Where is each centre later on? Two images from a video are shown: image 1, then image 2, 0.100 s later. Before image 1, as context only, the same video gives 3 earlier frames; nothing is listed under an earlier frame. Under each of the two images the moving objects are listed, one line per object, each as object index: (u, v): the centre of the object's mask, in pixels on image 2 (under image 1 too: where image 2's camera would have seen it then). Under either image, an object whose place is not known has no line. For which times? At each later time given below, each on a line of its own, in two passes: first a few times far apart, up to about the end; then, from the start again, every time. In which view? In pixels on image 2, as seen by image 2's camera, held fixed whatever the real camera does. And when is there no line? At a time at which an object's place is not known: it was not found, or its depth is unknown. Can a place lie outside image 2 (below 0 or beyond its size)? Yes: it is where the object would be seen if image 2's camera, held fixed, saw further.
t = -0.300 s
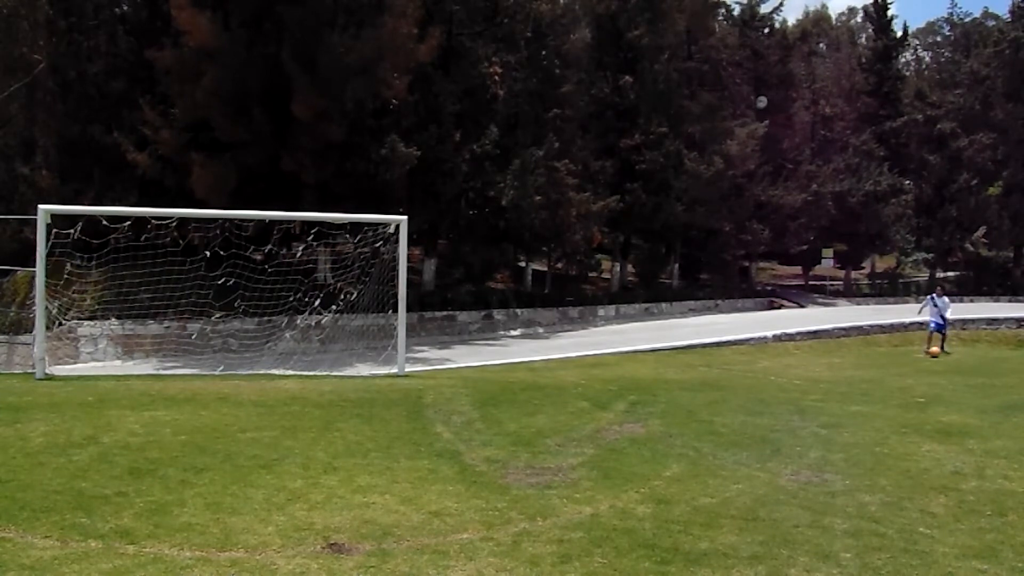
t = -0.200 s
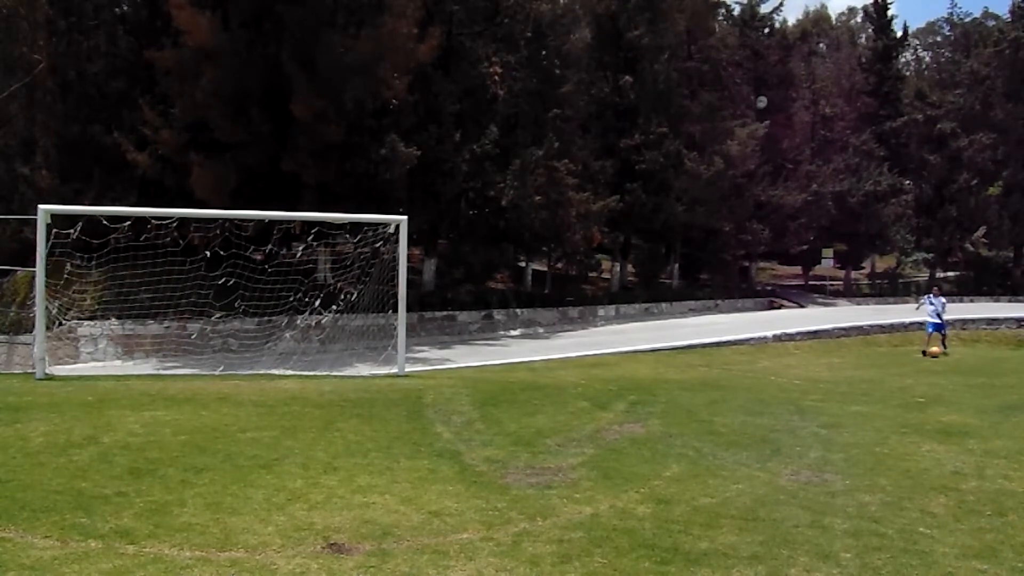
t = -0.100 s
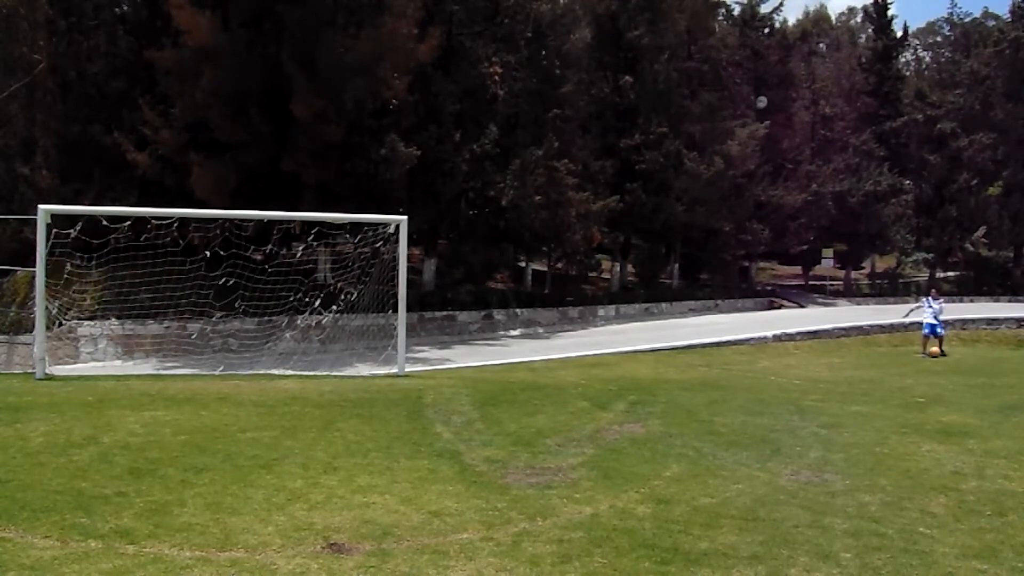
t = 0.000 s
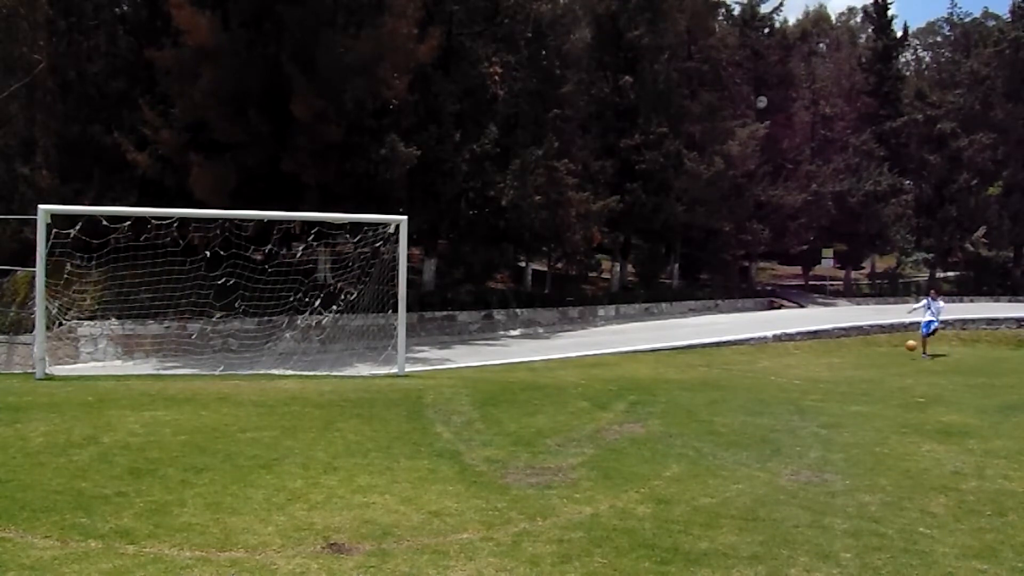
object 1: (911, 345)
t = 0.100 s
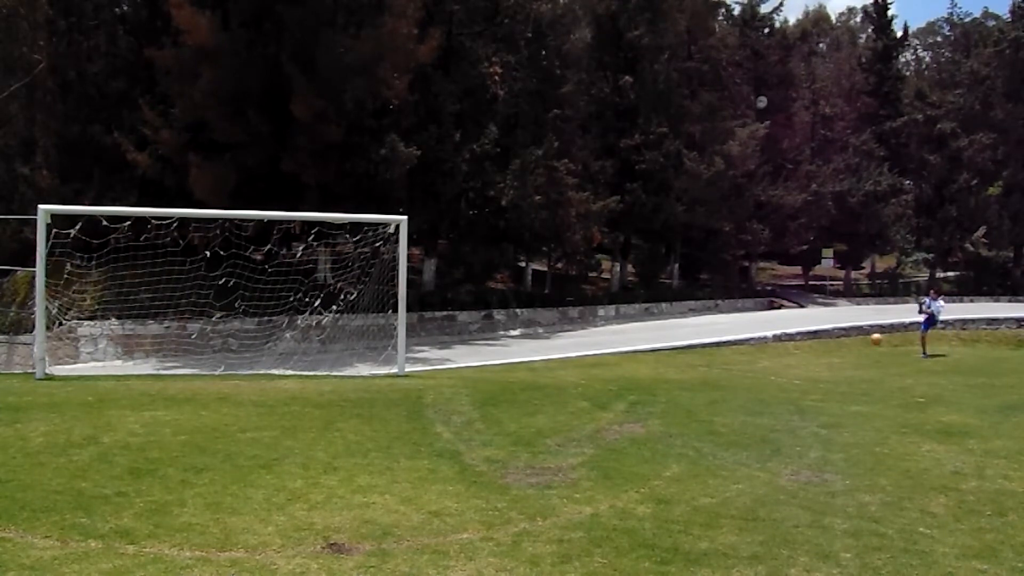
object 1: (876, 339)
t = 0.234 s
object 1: (825, 338)
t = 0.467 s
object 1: (723, 359)
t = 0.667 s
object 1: (638, 360)
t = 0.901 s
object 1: (539, 369)
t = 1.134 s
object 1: (458, 365)
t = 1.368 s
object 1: (381, 362)
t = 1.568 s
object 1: (317, 367)
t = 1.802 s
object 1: (242, 369)
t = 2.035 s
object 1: (170, 366)
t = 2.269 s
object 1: (99, 369)
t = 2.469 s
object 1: (47, 370)
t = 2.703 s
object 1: (6, 370)
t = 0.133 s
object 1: (864, 338)
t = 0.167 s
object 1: (852, 337)
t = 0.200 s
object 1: (839, 337)
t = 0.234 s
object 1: (825, 338)
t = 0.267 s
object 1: (812, 338)
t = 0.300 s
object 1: (798, 340)
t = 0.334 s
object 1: (783, 342)
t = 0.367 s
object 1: (769, 345)
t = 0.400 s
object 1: (754, 349)
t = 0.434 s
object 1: (739, 353)
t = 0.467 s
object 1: (723, 359)
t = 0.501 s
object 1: (707, 364)
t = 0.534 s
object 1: (692, 366)
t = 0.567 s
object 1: (678, 364)
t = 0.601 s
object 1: (665, 362)
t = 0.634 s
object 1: (652, 361)
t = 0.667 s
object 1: (638, 360)
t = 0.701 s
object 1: (624, 360)
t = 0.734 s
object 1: (610, 361)
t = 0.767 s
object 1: (595, 363)
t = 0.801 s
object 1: (581, 365)
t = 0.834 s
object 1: (566, 368)
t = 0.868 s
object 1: (551, 371)
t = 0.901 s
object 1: (539, 369)
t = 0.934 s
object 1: (529, 366)
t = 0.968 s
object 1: (517, 365)
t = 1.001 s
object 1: (504, 363)
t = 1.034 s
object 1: (494, 362)
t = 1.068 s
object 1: (481, 363)
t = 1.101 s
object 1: (470, 364)
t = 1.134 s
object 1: (458, 365)
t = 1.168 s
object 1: (446, 367)
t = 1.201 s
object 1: (435, 370)
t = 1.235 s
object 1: (422, 373)
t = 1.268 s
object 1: (411, 370)
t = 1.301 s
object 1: (401, 367)
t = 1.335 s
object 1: (391, 363)
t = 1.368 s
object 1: (381, 362)
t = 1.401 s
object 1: (370, 361)
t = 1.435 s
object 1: (360, 361)
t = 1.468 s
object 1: (349, 361)
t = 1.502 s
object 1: (339, 362)
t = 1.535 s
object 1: (328, 364)
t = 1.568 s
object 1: (317, 367)
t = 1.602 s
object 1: (307, 371)
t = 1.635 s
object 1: (297, 373)
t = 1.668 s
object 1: (285, 372)
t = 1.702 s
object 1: (275, 369)
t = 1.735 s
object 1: (264, 369)
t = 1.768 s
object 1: (253, 368)
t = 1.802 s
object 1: (242, 369)
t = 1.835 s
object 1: (232, 370)
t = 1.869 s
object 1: (221, 372)
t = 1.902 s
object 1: (210, 373)
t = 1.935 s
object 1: (200, 370)
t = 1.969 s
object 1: (190, 368)
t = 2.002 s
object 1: (179, 367)
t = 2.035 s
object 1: (170, 366)
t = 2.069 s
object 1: (160, 366)
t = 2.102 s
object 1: (149, 367)
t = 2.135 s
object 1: (139, 369)
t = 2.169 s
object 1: (129, 371)
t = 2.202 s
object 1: (119, 373)
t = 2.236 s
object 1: (109, 372)
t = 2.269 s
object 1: (99, 369)
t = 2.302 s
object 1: (90, 368)
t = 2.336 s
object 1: (81, 367)
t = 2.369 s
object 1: (70, 367)
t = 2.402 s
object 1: (61, 368)
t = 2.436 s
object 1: (52, 371)
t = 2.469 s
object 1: (47, 370)
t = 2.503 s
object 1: (32, 368)
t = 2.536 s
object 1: (30, 369)
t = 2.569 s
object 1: (28, 369)
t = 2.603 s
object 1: (23, 371)
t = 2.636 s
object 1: (17, 371)
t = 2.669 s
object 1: (11, 370)
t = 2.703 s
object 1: (6, 370)
